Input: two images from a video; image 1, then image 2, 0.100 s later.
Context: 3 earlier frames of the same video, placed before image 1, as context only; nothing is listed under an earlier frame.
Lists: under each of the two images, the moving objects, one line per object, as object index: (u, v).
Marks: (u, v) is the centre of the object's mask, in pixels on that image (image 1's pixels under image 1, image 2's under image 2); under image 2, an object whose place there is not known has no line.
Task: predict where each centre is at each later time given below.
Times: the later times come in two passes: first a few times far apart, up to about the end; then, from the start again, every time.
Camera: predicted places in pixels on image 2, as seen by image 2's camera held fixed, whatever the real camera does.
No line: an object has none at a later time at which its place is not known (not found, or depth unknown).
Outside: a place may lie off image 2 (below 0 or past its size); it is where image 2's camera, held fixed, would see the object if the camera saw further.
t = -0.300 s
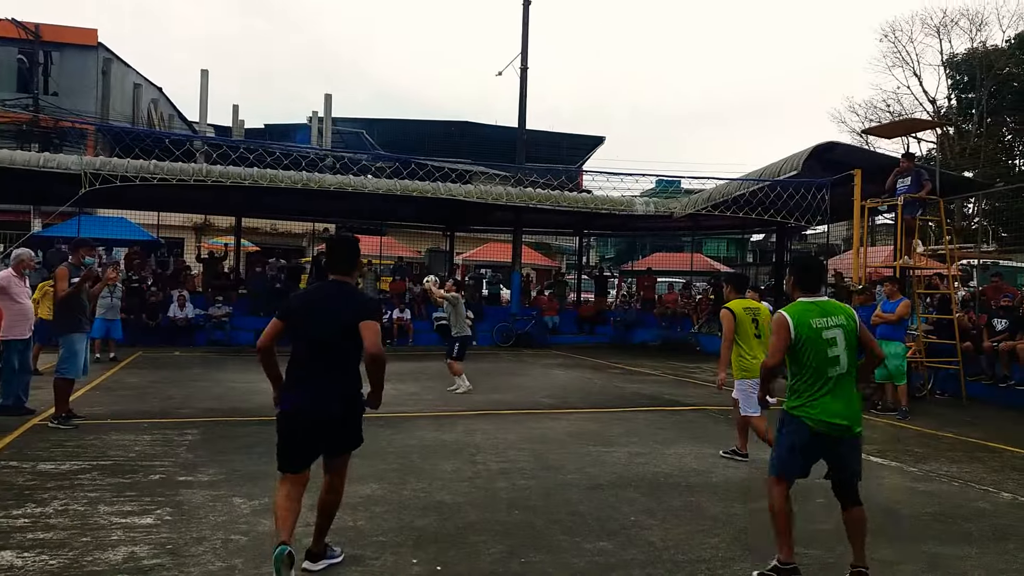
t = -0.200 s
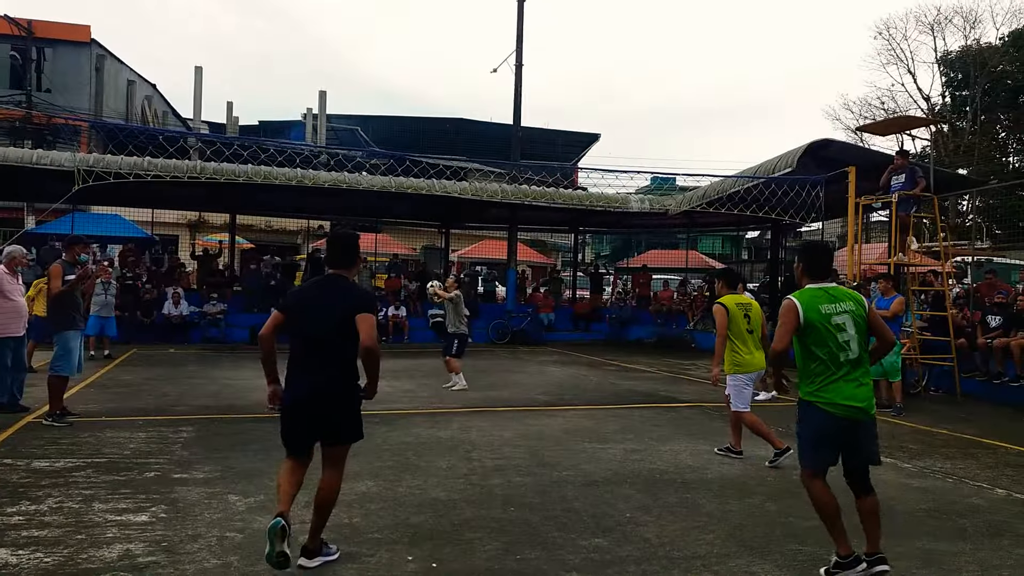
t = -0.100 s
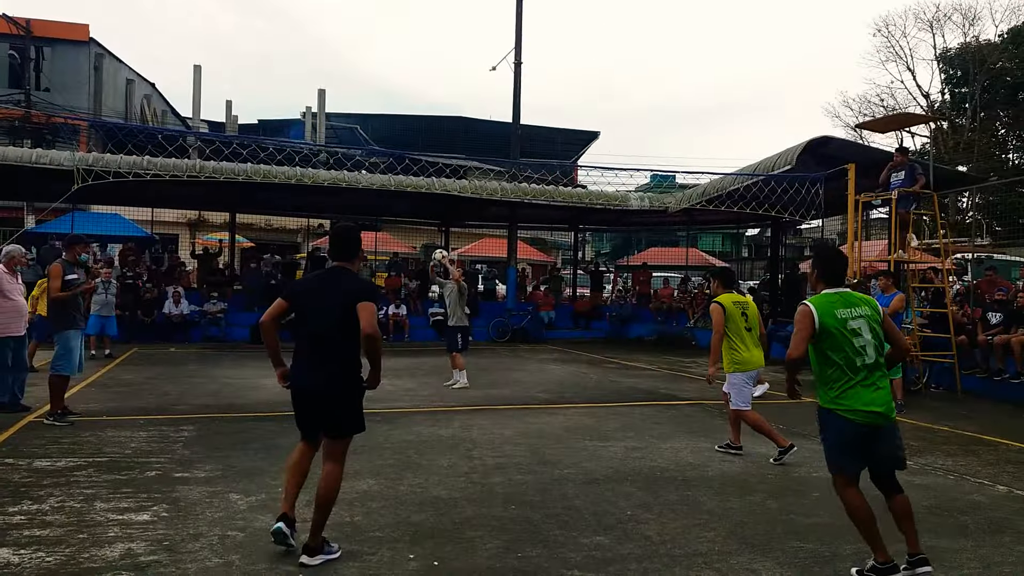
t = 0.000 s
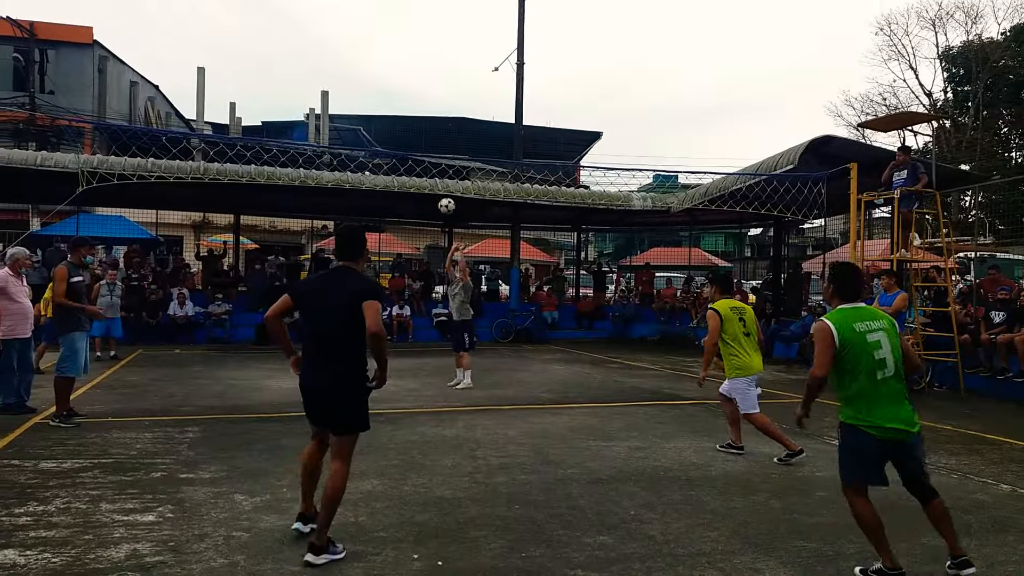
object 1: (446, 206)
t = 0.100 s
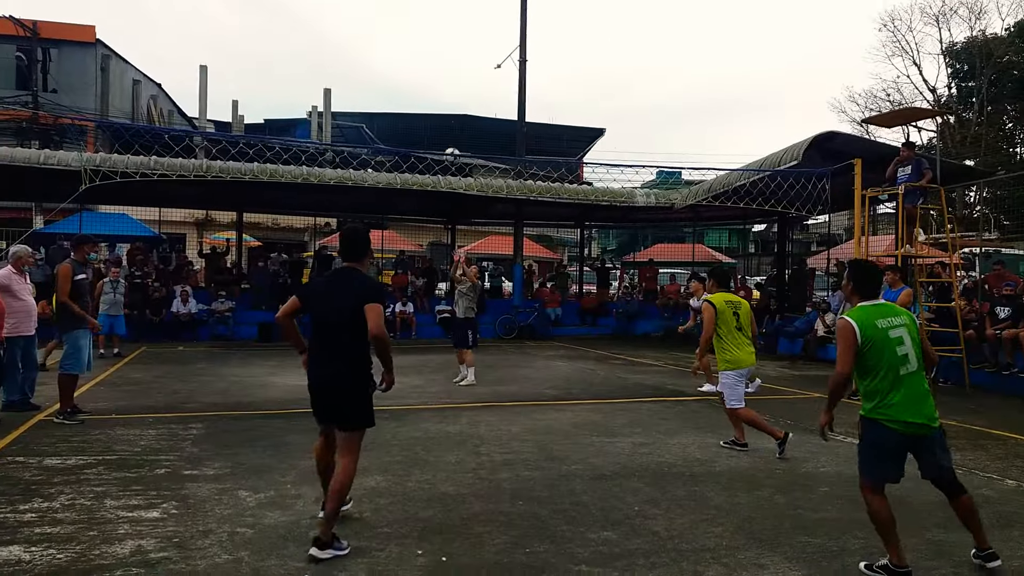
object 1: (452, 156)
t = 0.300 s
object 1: (457, 81)
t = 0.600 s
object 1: (466, 18)
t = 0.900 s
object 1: (474, 25)
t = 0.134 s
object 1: (453, 142)
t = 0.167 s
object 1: (454, 128)
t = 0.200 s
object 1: (455, 115)
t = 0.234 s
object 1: (456, 103)
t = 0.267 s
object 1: (456, 92)
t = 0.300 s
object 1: (457, 81)
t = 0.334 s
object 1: (458, 70)
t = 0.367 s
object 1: (459, 61)
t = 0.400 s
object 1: (460, 53)
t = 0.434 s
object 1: (461, 45)
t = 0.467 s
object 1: (462, 38)
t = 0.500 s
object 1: (463, 32)
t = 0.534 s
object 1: (464, 27)
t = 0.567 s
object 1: (465, 22)
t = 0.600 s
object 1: (466, 18)
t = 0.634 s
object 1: (467, 16)
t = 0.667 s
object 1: (467, 14)
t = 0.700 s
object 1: (468, 14)
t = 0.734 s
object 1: (469, 14)
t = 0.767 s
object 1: (471, 15)
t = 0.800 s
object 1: (472, 16)
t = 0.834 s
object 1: (472, 18)
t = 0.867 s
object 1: (473, 21)
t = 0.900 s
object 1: (474, 25)
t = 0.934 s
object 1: (475, 31)
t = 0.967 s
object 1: (476, 38)
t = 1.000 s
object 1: (477, 45)
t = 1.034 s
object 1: (478, 54)
